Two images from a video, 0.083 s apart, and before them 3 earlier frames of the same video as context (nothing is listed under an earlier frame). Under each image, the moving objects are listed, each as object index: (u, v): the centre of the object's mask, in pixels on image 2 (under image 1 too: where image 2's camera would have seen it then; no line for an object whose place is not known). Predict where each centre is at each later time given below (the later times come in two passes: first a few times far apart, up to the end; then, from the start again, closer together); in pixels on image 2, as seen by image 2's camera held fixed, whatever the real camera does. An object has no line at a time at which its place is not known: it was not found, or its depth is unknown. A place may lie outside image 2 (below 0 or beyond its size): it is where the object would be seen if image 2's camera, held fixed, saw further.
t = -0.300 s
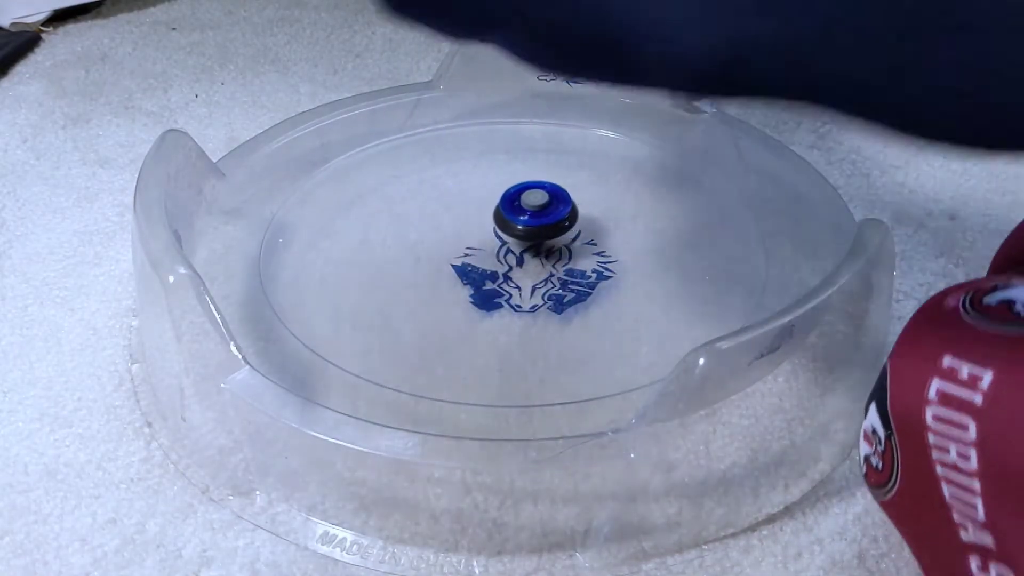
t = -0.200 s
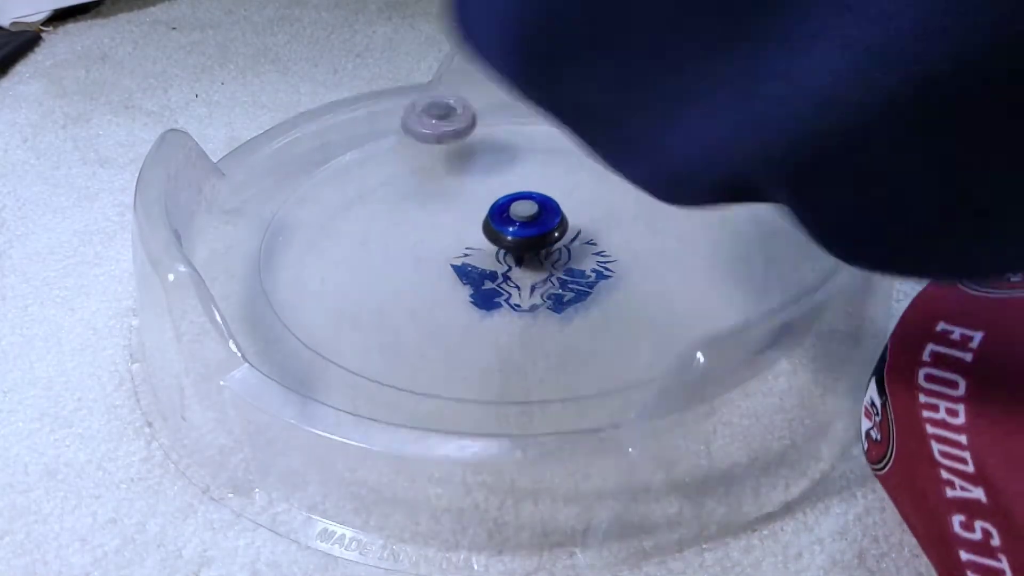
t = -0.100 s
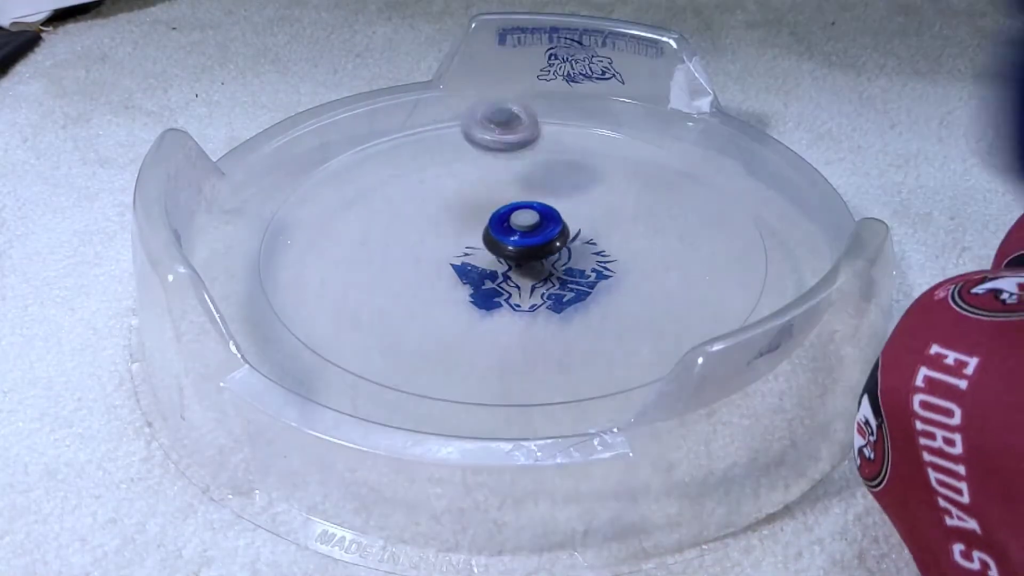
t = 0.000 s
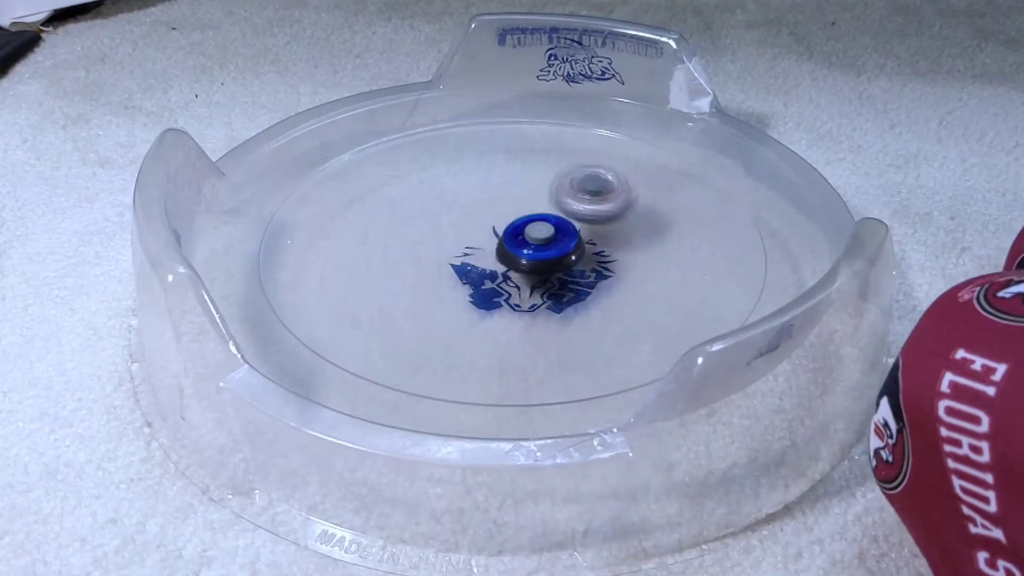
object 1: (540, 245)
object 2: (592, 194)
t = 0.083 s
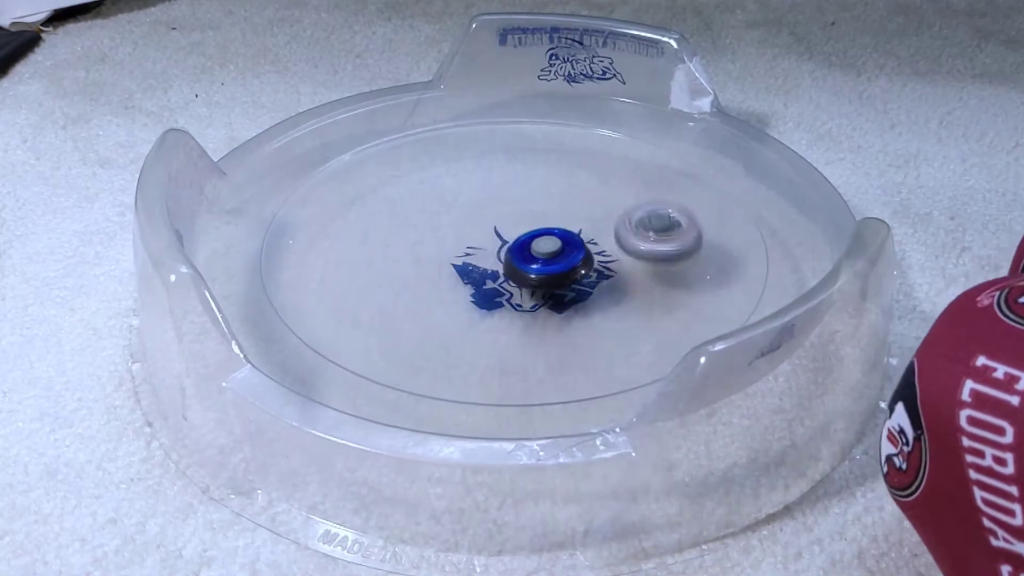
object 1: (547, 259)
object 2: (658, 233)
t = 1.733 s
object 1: (405, 118)
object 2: (580, 208)
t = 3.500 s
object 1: (671, 276)
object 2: (554, 312)
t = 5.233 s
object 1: (467, 165)
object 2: (419, 240)
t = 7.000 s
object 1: (496, 329)
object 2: (612, 278)
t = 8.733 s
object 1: (556, 154)
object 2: (508, 253)
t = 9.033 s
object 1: (621, 230)
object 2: (507, 259)
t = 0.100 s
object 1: (551, 261)
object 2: (660, 245)
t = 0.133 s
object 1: (554, 261)
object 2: (658, 272)
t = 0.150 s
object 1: (533, 259)
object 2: (666, 280)
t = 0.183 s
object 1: (499, 260)
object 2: (676, 301)
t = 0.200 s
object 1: (487, 260)
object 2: (672, 312)
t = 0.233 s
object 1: (474, 262)
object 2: (650, 333)
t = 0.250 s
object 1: (470, 264)
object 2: (632, 342)
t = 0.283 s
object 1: (463, 269)
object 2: (586, 359)
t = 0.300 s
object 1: (460, 272)
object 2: (557, 363)
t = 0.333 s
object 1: (454, 278)
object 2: (500, 367)
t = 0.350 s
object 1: (452, 283)
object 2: (471, 365)
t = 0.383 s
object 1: (452, 291)
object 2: (416, 357)
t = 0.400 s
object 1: (453, 294)
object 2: (394, 350)
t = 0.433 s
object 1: (456, 302)
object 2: (350, 331)
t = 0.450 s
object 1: (460, 304)
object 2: (333, 319)
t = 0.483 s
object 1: (467, 308)
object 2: (309, 295)
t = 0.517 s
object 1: (477, 311)
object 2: (298, 268)
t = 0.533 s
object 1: (482, 311)
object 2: (298, 253)
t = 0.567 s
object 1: (492, 311)
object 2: (309, 226)
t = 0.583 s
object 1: (497, 310)
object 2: (318, 215)
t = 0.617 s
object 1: (506, 308)
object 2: (345, 193)
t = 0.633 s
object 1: (510, 306)
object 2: (361, 183)
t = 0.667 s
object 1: (517, 302)
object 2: (399, 169)
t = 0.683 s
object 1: (520, 299)
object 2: (421, 162)
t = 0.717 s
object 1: (522, 293)
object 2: (464, 155)
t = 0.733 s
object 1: (523, 290)
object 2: (488, 155)
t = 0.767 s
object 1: (522, 282)
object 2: (534, 155)
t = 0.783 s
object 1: (519, 280)
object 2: (557, 157)
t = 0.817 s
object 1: (513, 272)
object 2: (601, 168)
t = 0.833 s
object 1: (509, 269)
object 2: (620, 174)
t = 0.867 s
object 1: (501, 263)
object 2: (656, 191)
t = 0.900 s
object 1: (492, 257)
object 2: (682, 216)
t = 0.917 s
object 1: (487, 254)
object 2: (691, 227)
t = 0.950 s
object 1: (477, 249)
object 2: (699, 253)
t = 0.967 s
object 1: (472, 247)
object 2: (698, 267)
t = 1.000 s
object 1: (460, 243)
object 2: (684, 294)
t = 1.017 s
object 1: (455, 242)
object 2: (672, 306)
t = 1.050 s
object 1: (444, 240)
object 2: (635, 328)
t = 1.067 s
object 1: (439, 239)
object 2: (611, 336)
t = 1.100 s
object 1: (430, 238)
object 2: (562, 347)
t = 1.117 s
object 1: (426, 238)
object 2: (535, 349)
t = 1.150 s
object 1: (417, 237)
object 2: (482, 348)
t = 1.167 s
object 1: (414, 237)
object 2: (455, 343)
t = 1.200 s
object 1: (407, 238)
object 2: (412, 329)
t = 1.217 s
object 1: (405, 239)
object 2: (394, 319)
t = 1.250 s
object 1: (400, 240)
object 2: (365, 294)
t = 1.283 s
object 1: (416, 214)
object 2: (335, 286)
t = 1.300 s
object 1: (426, 201)
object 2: (319, 287)
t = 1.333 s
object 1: (442, 178)
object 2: (298, 284)
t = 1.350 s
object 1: (447, 168)
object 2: (291, 280)
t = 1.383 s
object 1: (449, 151)
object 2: (283, 266)
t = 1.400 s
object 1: (447, 144)
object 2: (282, 257)
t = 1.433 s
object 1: (438, 131)
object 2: (288, 239)
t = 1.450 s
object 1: (432, 126)
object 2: (294, 230)
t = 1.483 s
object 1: (422, 115)
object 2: (313, 214)
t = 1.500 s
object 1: (418, 111)
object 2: (325, 206)
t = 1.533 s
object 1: (409, 111)
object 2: (355, 195)
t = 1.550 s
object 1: (405, 117)
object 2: (371, 190)
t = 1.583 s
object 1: (401, 118)
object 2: (409, 181)
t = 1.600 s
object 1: (400, 119)
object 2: (429, 181)
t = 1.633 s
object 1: (399, 118)
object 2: (468, 179)
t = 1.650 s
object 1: (399, 119)
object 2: (492, 182)
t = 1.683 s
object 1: (401, 119)
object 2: (530, 189)
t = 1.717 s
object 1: (403, 118)
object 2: (565, 200)
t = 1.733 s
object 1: (405, 118)
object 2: (580, 208)
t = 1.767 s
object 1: (410, 117)
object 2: (607, 225)
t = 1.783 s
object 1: (412, 117)
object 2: (617, 235)
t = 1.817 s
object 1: (418, 117)
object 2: (631, 256)
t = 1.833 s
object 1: (421, 117)
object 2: (634, 266)
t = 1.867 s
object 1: (428, 117)
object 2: (634, 289)
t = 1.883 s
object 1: (432, 118)
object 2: (629, 300)
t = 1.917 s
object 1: (439, 120)
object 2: (609, 319)
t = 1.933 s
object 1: (443, 121)
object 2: (596, 327)
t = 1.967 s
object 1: (451, 124)
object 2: (560, 340)
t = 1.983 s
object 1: (455, 126)
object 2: (540, 345)
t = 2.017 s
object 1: (463, 130)
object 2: (499, 348)
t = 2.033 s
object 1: (468, 132)
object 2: (477, 348)
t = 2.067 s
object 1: (475, 138)
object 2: (437, 342)
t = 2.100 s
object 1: (483, 144)
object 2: (405, 329)
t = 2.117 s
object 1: (487, 148)
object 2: (393, 321)
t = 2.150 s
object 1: (495, 155)
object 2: (375, 303)
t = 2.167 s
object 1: (499, 158)
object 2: (371, 294)
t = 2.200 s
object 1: (510, 165)
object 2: (370, 274)
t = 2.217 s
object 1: (515, 168)
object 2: (374, 265)
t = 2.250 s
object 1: (527, 174)
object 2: (388, 247)
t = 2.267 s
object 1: (533, 177)
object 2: (399, 240)
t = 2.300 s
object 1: (544, 182)
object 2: (425, 227)
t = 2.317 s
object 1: (550, 184)
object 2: (440, 222)
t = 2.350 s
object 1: (561, 187)
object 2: (472, 214)
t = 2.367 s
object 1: (568, 188)
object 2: (488, 211)
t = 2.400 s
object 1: (639, 167)
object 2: (466, 219)
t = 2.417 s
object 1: (670, 156)
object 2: (455, 226)
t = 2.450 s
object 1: (713, 135)
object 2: (444, 232)
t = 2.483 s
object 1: (741, 125)
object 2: (441, 235)
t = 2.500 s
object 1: (754, 126)
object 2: (443, 236)
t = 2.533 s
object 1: (747, 130)
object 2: (452, 234)
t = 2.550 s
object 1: (739, 136)
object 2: (458, 233)
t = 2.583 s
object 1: (731, 141)
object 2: (470, 232)
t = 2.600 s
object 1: (729, 143)
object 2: (476, 232)
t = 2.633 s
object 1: (730, 147)
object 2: (490, 233)
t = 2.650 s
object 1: (733, 148)
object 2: (496, 235)
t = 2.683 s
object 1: (744, 150)
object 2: (509, 241)
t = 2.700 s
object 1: (751, 151)
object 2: (515, 245)
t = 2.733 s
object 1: (768, 153)
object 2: (525, 254)
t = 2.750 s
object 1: (778, 153)
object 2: (527, 260)
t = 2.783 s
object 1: (790, 156)
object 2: (527, 272)
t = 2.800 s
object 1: (790, 159)
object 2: (523, 277)
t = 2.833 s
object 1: (796, 165)
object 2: (513, 285)
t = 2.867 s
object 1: (797, 170)
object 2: (497, 291)
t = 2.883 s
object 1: (794, 176)
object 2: (488, 293)
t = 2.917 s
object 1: (797, 180)
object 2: (468, 294)
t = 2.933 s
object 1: (800, 182)
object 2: (458, 292)
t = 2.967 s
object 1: (809, 188)
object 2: (440, 286)
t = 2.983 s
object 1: (814, 192)
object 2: (432, 282)
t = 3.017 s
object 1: (809, 199)
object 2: (423, 271)
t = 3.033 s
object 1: (808, 203)
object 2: (421, 265)
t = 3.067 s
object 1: (810, 210)
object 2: (423, 253)
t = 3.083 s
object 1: (813, 215)
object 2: (427, 248)
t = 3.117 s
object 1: (816, 220)
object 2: (441, 238)
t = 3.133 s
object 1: (813, 222)
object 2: (451, 234)
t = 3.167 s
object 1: (806, 226)
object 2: (472, 228)
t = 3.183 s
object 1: (804, 229)
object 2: (484, 226)
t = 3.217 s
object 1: (796, 235)
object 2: (510, 226)
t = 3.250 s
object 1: (787, 241)
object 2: (535, 229)
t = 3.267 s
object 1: (782, 244)
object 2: (546, 233)
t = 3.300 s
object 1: (770, 251)
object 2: (567, 241)
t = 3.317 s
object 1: (764, 254)
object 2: (575, 246)
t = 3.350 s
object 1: (750, 259)
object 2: (588, 258)
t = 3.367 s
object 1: (742, 262)
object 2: (593, 264)
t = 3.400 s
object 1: (728, 264)
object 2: (594, 277)
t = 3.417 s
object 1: (719, 266)
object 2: (594, 285)
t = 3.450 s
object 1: (700, 271)
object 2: (583, 297)
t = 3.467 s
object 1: (690, 273)
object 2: (575, 303)
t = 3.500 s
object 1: (671, 276)
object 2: (554, 312)
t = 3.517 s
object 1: (661, 278)
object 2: (541, 315)
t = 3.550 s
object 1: (641, 282)
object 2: (514, 316)
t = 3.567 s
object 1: (631, 284)
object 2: (500, 315)
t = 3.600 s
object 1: (611, 289)
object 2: (476, 310)
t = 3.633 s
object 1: (589, 293)
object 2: (453, 301)
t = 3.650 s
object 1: (578, 295)
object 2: (443, 296)
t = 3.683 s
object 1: (557, 299)
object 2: (430, 282)
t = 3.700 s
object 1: (546, 302)
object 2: (427, 274)
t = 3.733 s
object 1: (526, 305)
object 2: (430, 260)
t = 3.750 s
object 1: (518, 307)
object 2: (434, 253)
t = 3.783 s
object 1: (502, 310)
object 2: (449, 240)
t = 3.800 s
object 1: (494, 311)
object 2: (456, 235)
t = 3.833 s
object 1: (479, 314)
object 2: (476, 226)
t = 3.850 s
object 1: (471, 315)
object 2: (488, 221)
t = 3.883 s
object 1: (457, 317)
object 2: (515, 215)
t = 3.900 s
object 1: (449, 318)
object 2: (527, 213)
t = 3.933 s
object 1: (436, 320)
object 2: (554, 212)
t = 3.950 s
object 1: (431, 320)
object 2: (569, 213)
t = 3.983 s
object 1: (420, 320)
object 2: (594, 217)
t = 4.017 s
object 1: (410, 320)
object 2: (616, 225)
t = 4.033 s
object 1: (405, 319)
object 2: (624, 231)
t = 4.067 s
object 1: (396, 317)
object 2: (638, 243)
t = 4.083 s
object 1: (392, 316)
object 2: (641, 249)
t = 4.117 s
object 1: (384, 314)
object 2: (642, 264)
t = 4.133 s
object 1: (380, 312)
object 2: (640, 271)
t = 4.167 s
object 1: (374, 309)
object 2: (628, 285)
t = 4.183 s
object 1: (371, 307)
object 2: (619, 292)
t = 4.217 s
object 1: (365, 303)
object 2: (596, 302)
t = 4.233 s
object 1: (363, 301)
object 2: (583, 305)
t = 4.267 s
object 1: (361, 297)
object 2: (556, 309)
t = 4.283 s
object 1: (360, 295)
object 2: (539, 310)
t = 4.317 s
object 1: (360, 291)
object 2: (510, 307)
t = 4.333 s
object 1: (360, 289)
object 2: (497, 303)
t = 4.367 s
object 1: (361, 285)
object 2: (474, 294)
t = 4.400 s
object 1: (362, 280)
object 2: (456, 280)
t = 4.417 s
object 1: (362, 277)
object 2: (450, 273)
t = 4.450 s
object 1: (364, 271)
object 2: (443, 255)
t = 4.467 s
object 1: (365, 269)
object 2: (442, 247)
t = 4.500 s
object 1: (368, 262)
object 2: (445, 231)
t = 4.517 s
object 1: (369, 259)
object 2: (450, 224)
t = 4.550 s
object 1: (373, 253)
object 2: (465, 210)
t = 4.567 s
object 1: (375, 250)
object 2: (474, 204)
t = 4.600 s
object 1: (378, 244)
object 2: (496, 195)
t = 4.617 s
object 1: (380, 242)
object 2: (507, 191)
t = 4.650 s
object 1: (383, 236)
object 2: (533, 186)
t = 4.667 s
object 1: (384, 233)
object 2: (546, 185)
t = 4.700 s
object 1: (387, 226)
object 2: (572, 186)
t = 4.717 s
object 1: (389, 223)
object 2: (584, 187)
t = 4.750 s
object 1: (393, 217)
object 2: (606, 194)
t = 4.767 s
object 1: (395, 215)
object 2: (616, 199)
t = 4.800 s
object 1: (398, 209)
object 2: (630, 210)
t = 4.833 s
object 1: (403, 204)
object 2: (639, 224)
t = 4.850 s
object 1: (405, 201)
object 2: (640, 232)
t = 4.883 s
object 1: (409, 196)
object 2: (638, 248)
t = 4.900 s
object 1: (411, 194)
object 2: (634, 255)
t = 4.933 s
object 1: (416, 190)
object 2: (621, 269)
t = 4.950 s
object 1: (418, 187)
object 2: (611, 276)
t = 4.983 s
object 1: (423, 184)
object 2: (587, 288)
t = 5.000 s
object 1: (426, 182)
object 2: (573, 292)
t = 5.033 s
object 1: (431, 178)
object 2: (543, 297)
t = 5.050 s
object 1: (434, 177)
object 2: (528, 297)
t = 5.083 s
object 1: (440, 174)
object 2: (499, 294)
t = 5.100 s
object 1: (442, 172)
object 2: (485, 291)
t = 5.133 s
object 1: (448, 170)
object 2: (461, 282)
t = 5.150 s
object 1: (451, 168)
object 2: (450, 276)
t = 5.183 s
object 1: (457, 167)
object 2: (430, 264)
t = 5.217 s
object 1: (464, 166)
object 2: (420, 249)
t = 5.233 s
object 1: (467, 165)
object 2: (419, 240)
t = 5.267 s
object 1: (475, 166)
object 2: (420, 225)
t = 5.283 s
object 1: (478, 167)
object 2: (422, 217)
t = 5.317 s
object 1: (493, 162)
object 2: (424, 208)
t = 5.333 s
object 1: (501, 159)
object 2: (424, 206)
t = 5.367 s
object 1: (514, 155)
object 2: (430, 199)
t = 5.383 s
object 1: (519, 153)
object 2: (436, 196)
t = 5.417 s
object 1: (527, 151)
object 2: (451, 191)
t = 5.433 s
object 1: (531, 150)
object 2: (461, 190)
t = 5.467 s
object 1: (538, 148)
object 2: (479, 192)
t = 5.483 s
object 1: (546, 146)
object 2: (485, 194)
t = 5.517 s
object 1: (557, 143)
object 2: (496, 204)
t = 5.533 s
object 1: (562, 142)
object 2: (500, 208)
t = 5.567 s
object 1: (572, 140)
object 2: (506, 219)
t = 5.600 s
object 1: (580, 138)
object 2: (509, 232)
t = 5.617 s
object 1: (585, 138)
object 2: (509, 238)
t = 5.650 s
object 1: (594, 137)
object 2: (504, 252)
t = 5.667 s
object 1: (598, 137)
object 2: (499, 258)
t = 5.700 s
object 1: (607, 139)
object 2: (484, 268)
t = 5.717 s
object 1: (611, 139)
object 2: (475, 272)
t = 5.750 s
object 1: (619, 142)
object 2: (456, 276)
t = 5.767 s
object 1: (623, 143)
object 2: (444, 277)
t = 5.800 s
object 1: (629, 147)
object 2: (424, 276)
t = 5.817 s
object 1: (632, 149)
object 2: (413, 274)
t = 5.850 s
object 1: (638, 153)
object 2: (397, 268)
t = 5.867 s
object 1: (641, 155)
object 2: (390, 264)
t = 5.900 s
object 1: (645, 160)
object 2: (381, 255)
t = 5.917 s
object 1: (647, 162)
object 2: (380, 250)
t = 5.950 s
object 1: (650, 168)
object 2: (381, 241)
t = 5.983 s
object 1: (653, 175)
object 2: (390, 233)
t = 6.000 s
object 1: (654, 178)
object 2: (397, 231)
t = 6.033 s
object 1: (656, 185)
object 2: (412, 227)
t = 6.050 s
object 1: (657, 189)
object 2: (422, 226)
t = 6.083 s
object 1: (658, 197)
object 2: (441, 226)
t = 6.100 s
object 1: (659, 201)
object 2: (451, 228)
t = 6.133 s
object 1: (660, 210)
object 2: (472, 232)
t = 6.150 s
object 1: (660, 215)
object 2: (482, 236)
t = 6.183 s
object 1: (661, 223)
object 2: (499, 244)
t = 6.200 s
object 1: (661, 228)
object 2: (507, 249)
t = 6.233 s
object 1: (662, 236)
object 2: (521, 259)
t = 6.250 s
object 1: (663, 240)
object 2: (525, 265)
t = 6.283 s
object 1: (663, 248)
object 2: (531, 278)
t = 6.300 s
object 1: (663, 252)
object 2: (531, 284)
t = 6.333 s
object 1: (663, 260)
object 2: (528, 294)
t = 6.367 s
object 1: (661, 267)
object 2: (520, 304)
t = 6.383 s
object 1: (661, 270)
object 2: (513, 308)
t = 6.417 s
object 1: (659, 277)
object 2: (498, 315)
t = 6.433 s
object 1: (658, 280)
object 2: (489, 317)
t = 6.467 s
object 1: (655, 287)
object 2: (469, 318)
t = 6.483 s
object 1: (653, 290)
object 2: (459, 317)
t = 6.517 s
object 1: (649, 296)
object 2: (443, 311)
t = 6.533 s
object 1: (646, 298)
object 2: (437, 308)
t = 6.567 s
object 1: (641, 303)
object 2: (427, 299)
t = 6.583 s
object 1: (638, 306)
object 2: (424, 295)
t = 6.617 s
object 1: (631, 310)
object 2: (424, 285)
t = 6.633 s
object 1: (627, 313)
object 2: (426, 281)
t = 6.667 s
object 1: (618, 317)
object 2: (435, 270)
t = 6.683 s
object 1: (614, 319)
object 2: (442, 265)
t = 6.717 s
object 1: (603, 322)
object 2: (458, 258)
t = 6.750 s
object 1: (592, 325)
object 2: (480, 253)
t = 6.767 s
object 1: (586, 327)
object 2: (490, 251)
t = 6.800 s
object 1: (574, 329)
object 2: (513, 248)
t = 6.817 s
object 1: (568, 330)
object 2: (525, 248)
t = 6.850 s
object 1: (555, 331)
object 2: (547, 250)
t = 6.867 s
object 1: (548, 332)
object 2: (558, 252)
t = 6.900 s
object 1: (535, 332)
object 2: (577, 257)
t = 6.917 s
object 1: (529, 331)
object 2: (584, 260)
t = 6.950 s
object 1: (516, 331)
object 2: (599, 266)
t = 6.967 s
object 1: (509, 331)
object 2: (605, 270)
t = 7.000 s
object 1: (496, 329)
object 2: (612, 278)
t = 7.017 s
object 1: (489, 328)
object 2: (614, 283)
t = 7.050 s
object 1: (476, 325)
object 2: (611, 293)
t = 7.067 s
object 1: (470, 323)
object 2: (607, 297)
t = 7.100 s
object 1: (458, 319)
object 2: (595, 305)
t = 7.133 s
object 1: (445, 316)
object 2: (578, 310)
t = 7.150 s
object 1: (439, 313)
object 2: (568, 312)
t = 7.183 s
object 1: (428, 308)
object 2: (549, 311)
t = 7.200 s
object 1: (422, 306)
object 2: (540, 309)
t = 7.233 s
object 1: (412, 300)
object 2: (523, 304)
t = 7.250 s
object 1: (408, 298)
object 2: (515, 301)
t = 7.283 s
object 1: (398, 292)
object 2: (503, 291)
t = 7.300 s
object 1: (394, 289)
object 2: (498, 285)
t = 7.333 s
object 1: (386, 283)
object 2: (494, 275)
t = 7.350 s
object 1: (382, 280)
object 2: (495, 268)
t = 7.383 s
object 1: (377, 274)
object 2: (499, 257)
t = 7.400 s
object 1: (374, 270)
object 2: (502, 251)
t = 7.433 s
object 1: (370, 264)
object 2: (511, 240)
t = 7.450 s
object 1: (368, 261)
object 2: (518, 235)
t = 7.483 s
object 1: (364, 255)
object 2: (533, 226)
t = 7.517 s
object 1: (362, 248)
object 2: (550, 220)
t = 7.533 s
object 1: (361, 246)
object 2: (558, 218)
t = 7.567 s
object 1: (360, 240)
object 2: (576, 215)
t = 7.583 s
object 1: (360, 237)
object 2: (585, 214)
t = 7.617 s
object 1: (360, 232)
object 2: (601, 215)
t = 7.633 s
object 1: (361, 229)
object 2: (609, 217)
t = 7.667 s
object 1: (363, 223)
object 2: (622, 221)
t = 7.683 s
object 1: (364, 221)
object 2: (626, 225)
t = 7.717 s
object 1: (368, 216)
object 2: (631, 233)
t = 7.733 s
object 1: (370, 214)
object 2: (631, 238)
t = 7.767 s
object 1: (375, 209)
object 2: (628, 246)
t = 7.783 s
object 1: (377, 207)
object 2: (624, 251)
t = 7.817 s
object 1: (384, 203)
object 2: (612, 259)
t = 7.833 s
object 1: (387, 201)
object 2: (604, 263)
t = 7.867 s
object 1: (395, 197)
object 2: (587, 267)
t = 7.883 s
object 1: (399, 195)
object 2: (577, 268)
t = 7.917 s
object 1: (407, 191)
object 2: (557, 269)
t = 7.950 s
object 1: (416, 188)
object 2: (537, 267)
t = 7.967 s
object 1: (421, 186)
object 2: (527, 264)
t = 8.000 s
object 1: (430, 183)
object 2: (511, 258)
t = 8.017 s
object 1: (435, 181)
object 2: (503, 254)
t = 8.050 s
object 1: (445, 178)
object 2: (490, 244)
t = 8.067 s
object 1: (450, 176)
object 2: (486, 238)
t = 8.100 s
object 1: (456, 166)
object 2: (485, 234)
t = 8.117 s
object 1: (454, 153)
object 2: (492, 240)
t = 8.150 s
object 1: (453, 135)
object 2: (500, 245)
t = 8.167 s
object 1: (454, 129)
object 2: (501, 246)
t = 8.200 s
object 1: (456, 120)
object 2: (503, 247)
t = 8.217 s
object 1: (458, 117)
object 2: (504, 247)
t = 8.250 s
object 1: (461, 111)
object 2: (503, 249)
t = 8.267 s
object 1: (464, 109)
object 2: (503, 250)
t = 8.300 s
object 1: (467, 107)
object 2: (502, 251)
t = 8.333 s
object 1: (470, 112)
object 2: (500, 251)
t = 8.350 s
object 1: (472, 113)
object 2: (499, 251)
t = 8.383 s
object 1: (478, 113)
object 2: (498, 250)
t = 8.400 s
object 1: (482, 113)
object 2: (498, 251)
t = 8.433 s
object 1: (489, 114)
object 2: (497, 250)
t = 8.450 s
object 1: (492, 114)
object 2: (497, 250)
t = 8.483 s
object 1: (500, 115)
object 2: (497, 250)
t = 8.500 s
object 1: (504, 117)
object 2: (498, 249)
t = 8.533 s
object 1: (512, 119)
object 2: (499, 248)
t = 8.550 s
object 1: (516, 121)
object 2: (499, 248)
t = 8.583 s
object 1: (524, 125)
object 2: (500, 249)
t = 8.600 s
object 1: (529, 127)
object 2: (501, 249)
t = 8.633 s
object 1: (537, 133)
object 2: (504, 250)
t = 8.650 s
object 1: (540, 136)
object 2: (504, 249)
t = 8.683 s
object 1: (547, 142)
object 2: (505, 250)
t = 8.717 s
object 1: (553, 150)
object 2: (506, 252)
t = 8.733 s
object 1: (556, 154)
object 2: (508, 253)
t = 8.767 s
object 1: (563, 162)
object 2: (510, 254)
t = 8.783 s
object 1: (566, 166)
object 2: (510, 255)
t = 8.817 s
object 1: (573, 175)
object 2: (510, 256)
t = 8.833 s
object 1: (576, 179)
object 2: (509, 257)
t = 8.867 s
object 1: (584, 188)
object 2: (510, 258)
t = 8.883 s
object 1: (587, 192)
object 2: (509, 258)
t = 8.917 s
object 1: (595, 201)
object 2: (509, 258)
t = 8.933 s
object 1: (598, 206)
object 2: (508, 259)
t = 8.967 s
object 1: (606, 214)
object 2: (507, 260)
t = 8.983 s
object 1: (609, 218)
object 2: (507, 260)
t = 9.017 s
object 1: (617, 226)
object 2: (507, 260)
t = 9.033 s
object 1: (621, 230)
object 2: (507, 259)
